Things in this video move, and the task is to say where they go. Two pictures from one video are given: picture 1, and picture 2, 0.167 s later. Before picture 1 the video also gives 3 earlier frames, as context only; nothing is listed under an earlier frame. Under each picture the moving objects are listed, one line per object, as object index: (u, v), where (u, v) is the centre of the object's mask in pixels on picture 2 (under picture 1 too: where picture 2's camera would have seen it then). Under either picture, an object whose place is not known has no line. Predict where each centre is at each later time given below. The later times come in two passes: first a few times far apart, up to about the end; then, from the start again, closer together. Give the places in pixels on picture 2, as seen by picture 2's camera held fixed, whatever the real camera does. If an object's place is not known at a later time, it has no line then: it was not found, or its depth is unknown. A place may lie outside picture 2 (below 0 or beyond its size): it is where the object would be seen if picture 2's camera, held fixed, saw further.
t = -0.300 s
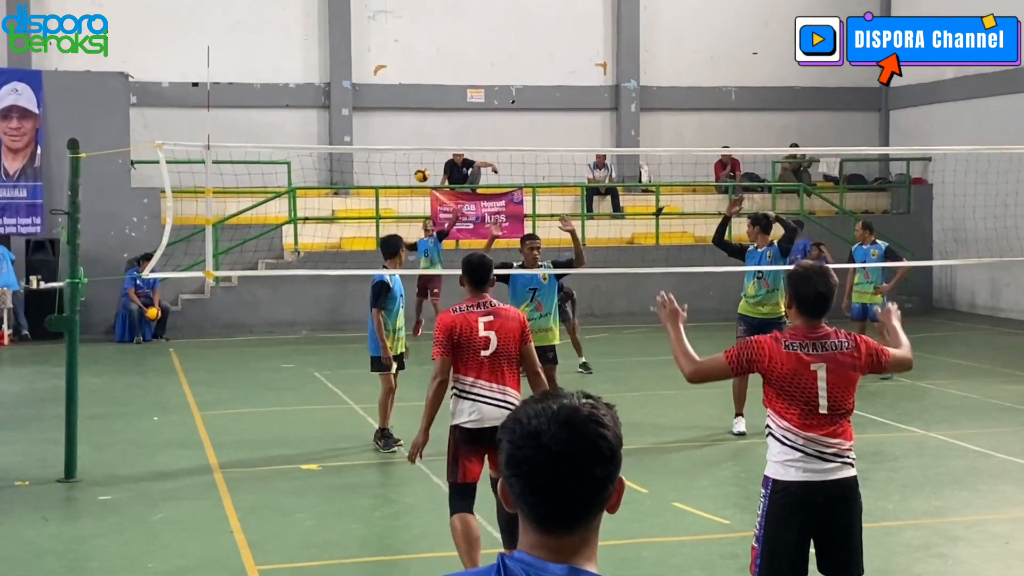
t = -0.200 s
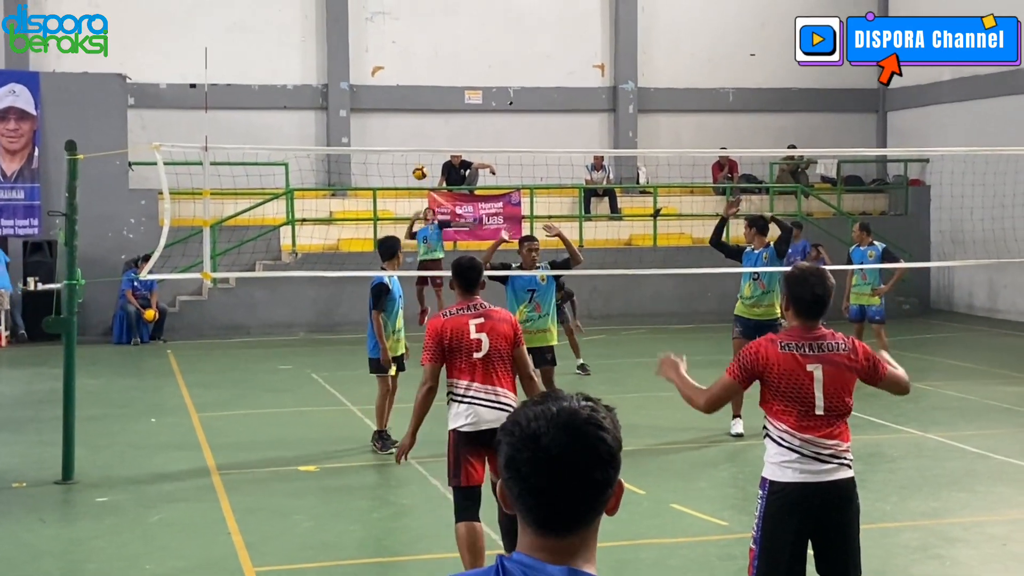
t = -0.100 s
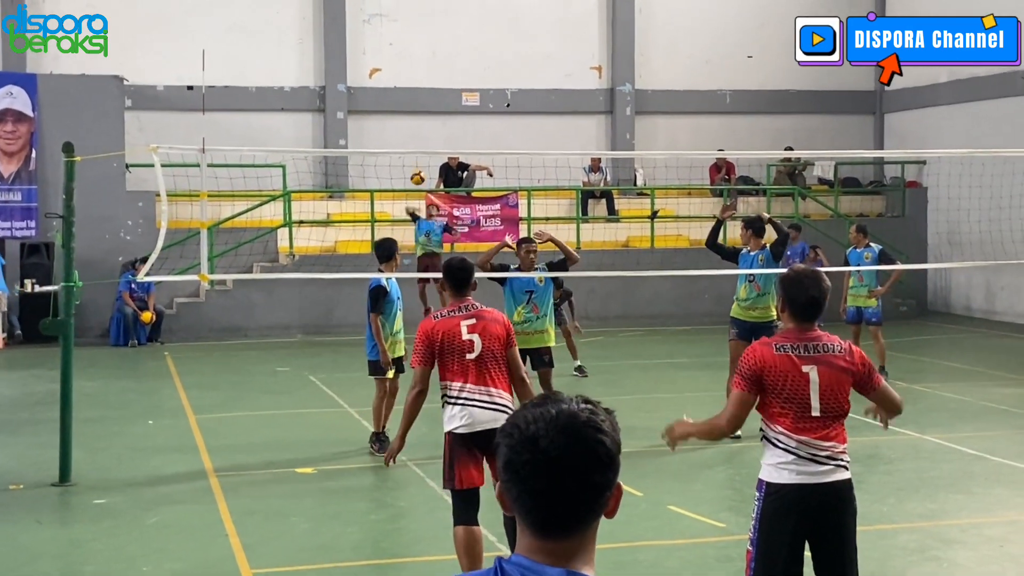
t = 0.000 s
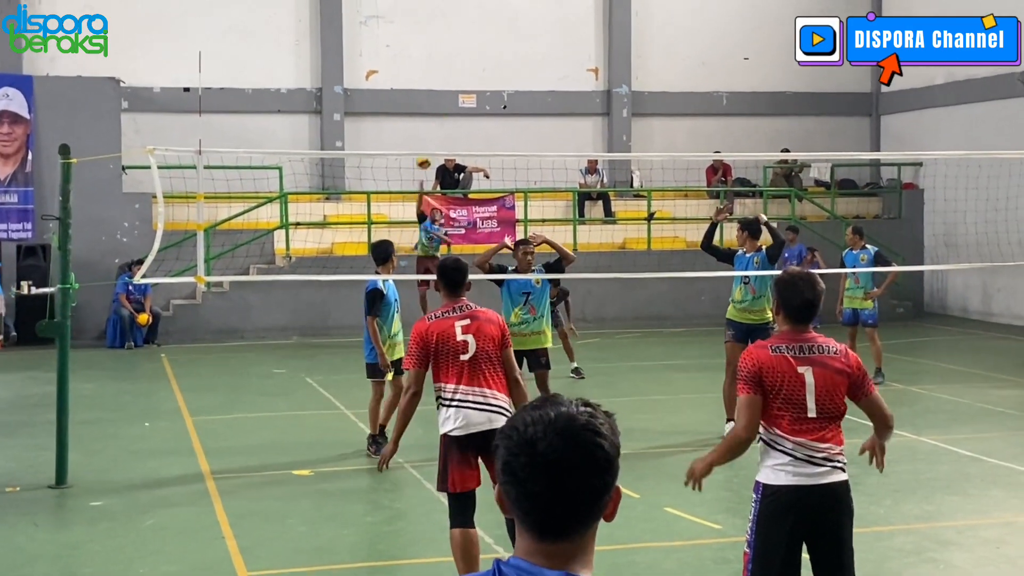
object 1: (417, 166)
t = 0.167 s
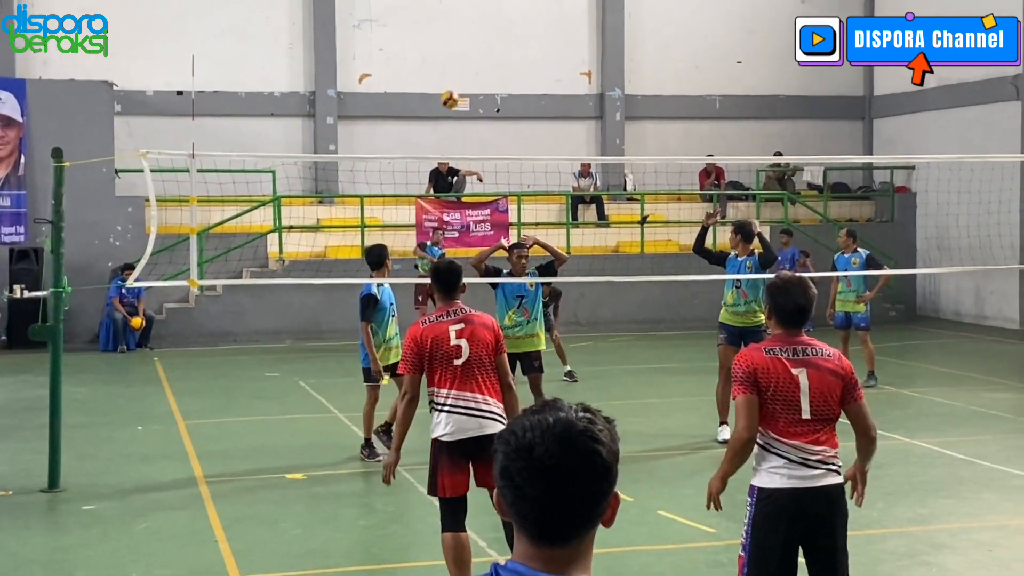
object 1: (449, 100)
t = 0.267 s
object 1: (471, 65)
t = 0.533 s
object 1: (541, 7)
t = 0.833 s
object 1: (666, 41)
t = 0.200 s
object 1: (456, 88)
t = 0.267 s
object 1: (471, 65)
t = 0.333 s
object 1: (487, 45)
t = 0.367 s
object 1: (494, 37)
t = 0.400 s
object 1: (504, 29)
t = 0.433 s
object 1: (512, 22)
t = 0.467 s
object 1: (521, 16)
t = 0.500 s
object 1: (531, 11)
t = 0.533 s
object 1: (541, 7)
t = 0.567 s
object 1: (551, 4)
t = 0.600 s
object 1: (563, 3)
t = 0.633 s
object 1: (576, 3)
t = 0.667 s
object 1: (590, 5)
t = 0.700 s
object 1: (604, 8)
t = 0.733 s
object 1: (617, 14)
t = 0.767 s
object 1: (632, 21)
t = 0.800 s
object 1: (648, 30)
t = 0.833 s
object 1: (666, 41)
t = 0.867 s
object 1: (686, 55)
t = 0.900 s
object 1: (706, 71)
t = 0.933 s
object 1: (728, 91)
